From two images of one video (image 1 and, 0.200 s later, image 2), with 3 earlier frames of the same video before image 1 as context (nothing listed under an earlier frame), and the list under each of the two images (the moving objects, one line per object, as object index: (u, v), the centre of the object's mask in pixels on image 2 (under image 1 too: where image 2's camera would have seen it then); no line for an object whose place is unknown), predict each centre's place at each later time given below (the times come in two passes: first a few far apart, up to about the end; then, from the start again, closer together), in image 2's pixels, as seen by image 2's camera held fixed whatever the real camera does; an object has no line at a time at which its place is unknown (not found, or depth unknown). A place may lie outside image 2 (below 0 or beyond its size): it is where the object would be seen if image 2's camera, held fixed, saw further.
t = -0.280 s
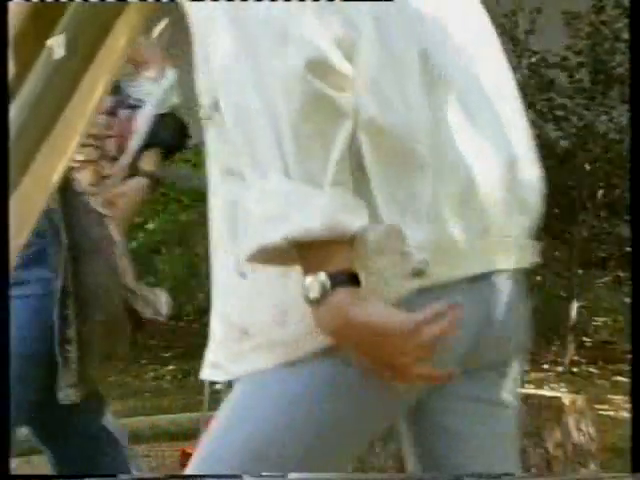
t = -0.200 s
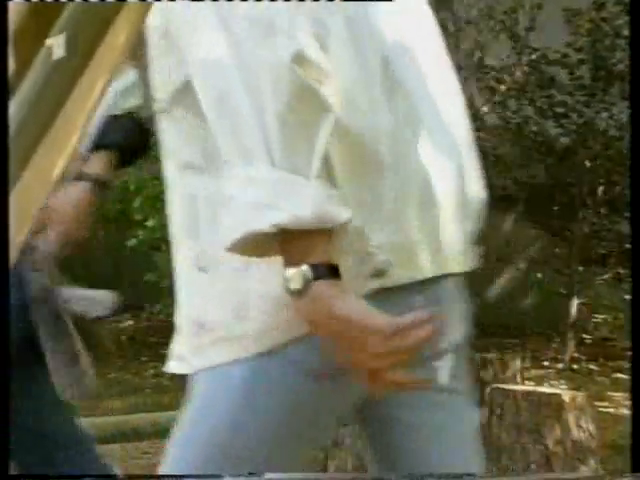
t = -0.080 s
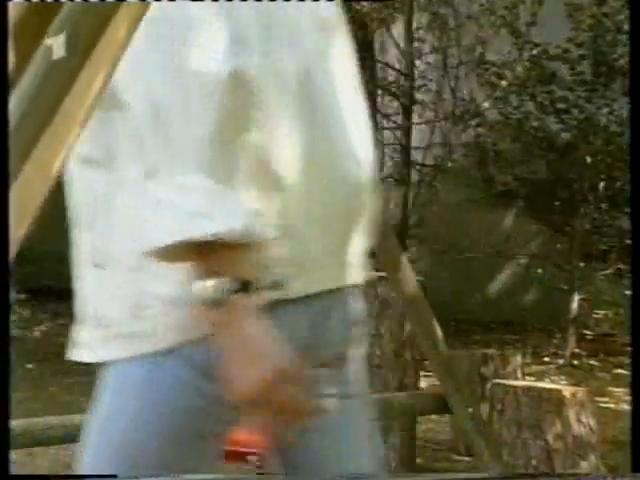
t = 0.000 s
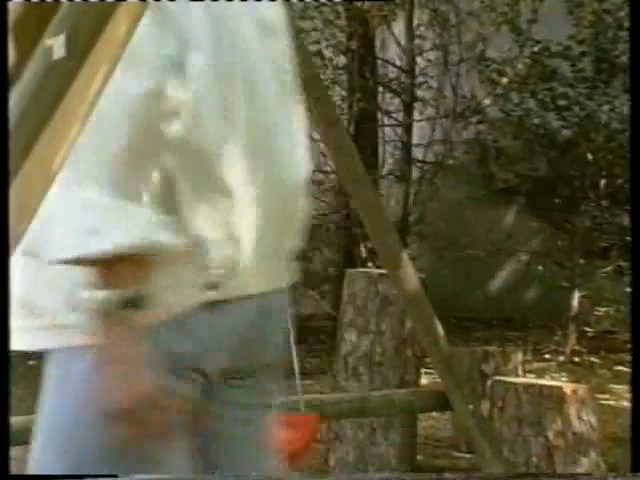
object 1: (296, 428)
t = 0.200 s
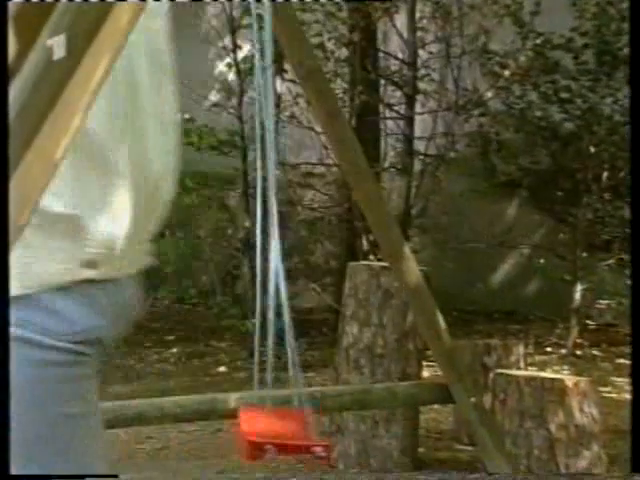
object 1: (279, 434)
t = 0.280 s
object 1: (284, 437)
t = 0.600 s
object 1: (284, 440)
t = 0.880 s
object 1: (260, 440)
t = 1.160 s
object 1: (237, 434)
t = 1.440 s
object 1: (217, 429)
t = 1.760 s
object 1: (209, 430)
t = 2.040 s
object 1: (227, 432)
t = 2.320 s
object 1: (258, 434)
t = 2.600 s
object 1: (282, 432)
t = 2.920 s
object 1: (282, 435)
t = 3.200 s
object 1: (261, 438)
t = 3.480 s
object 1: (235, 436)
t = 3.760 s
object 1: (215, 431)
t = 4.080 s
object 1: (211, 430)
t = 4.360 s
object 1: (225, 432)
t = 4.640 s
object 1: (254, 435)
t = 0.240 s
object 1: (281, 435)
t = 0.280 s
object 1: (284, 437)
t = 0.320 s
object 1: (282, 437)
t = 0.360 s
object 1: (281, 438)
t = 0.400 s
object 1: (282, 439)
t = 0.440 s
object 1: (282, 439)
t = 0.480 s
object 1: (284, 440)
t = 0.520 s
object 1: (285, 440)
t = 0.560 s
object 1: (284, 440)
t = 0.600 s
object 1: (284, 440)
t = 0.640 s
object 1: (282, 440)
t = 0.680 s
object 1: (279, 440)
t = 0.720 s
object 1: (275, 440)
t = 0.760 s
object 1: (272, 441)
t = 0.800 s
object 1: (268, 440)
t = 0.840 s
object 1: (265, 440)
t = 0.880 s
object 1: (260, 440)
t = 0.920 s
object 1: (256, 439)
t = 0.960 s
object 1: (253, 439)
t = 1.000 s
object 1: (250, 438)
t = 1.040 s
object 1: (245, 437)
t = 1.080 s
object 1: (242, 435)
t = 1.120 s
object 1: (238, 434)
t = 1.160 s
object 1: (237, 434)
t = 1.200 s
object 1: (232, 433)
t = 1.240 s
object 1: (231, 432)
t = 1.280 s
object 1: (226, 431)
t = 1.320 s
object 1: (224, 431)
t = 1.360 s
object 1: (220, 430)
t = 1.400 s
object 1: (219, 429)
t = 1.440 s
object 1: (217, 429)
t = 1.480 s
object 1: (214, 428)
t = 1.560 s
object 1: (209, 427)
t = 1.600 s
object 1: (209, 428)
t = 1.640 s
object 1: (208, 428)
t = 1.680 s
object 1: (208, 429)
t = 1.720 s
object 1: (208, 429)
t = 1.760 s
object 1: (209, 430)
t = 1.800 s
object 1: (210, 430)
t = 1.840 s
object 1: (212, 430)
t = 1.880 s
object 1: (213, 430)
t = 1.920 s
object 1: (216, 430)
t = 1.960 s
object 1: (219, 430)
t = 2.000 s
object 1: (223, 431)
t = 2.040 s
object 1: (227, 432)
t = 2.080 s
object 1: (231, 432)
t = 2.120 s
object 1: (235, 432)
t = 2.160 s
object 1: (239, 433)
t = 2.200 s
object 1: (245, 433)
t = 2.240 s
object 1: (250, 433)
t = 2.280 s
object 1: (253, 434)
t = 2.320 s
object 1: (258, 434)
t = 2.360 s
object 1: (262, 433)
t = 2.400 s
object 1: (266, 433)
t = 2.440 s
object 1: (269, 433)
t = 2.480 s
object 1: (273, 433)
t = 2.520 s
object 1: (277, 432)
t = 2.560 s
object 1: (280, 432)
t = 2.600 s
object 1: (282, 432)
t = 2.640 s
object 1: (284, 432)
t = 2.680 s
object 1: (285, 433)
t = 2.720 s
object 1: (286, 433)
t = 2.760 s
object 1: (286, 433)
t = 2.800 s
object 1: (286, 434)
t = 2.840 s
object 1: (286, 434)
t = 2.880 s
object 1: (284, 435)
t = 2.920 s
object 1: (282, 435)
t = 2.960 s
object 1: (280, 436)
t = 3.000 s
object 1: (278, 437)
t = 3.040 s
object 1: (275, 437)
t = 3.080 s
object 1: (273, 437)
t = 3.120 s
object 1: (270, 437)
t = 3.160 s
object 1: (266, 438)
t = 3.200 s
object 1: (261, 438)
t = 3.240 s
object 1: (258, 437)
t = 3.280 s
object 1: (255, 438)
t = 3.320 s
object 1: (252, 437)
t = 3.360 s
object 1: (250, 438)
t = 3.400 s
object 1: (245, 437)
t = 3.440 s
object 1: (240, 436)
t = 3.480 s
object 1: (235, 436)
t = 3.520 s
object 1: (233, 436)
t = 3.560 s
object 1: (229, 435)
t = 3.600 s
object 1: (225, 434)
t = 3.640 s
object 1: (223, 434)
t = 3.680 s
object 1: (220, 432)
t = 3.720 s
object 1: (218, 432)
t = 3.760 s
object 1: (215, 431)
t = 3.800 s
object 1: (214, 431)
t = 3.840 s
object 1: (213, 430)
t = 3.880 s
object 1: (212, 430)
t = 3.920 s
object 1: (211, 430)
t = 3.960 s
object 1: (210, 430)
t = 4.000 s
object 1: (210, 430)
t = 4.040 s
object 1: (210, 430)
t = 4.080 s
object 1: (211, 430)
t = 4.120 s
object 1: (212, 431)
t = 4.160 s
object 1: (213, 431)
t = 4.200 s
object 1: (215, 431)
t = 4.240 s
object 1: (217, 432)
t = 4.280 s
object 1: (219, 432)
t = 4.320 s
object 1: (222, 432)
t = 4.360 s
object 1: (225, 432)
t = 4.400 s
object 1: (229, 433)
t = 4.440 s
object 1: (233, 433)
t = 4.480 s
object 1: (236, 434)
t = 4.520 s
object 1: (240, 434)
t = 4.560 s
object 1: (245, 434)
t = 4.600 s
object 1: (251, 435)
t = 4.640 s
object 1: (254, 435)
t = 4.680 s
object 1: (257, 436)
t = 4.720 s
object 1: (261, 436)
